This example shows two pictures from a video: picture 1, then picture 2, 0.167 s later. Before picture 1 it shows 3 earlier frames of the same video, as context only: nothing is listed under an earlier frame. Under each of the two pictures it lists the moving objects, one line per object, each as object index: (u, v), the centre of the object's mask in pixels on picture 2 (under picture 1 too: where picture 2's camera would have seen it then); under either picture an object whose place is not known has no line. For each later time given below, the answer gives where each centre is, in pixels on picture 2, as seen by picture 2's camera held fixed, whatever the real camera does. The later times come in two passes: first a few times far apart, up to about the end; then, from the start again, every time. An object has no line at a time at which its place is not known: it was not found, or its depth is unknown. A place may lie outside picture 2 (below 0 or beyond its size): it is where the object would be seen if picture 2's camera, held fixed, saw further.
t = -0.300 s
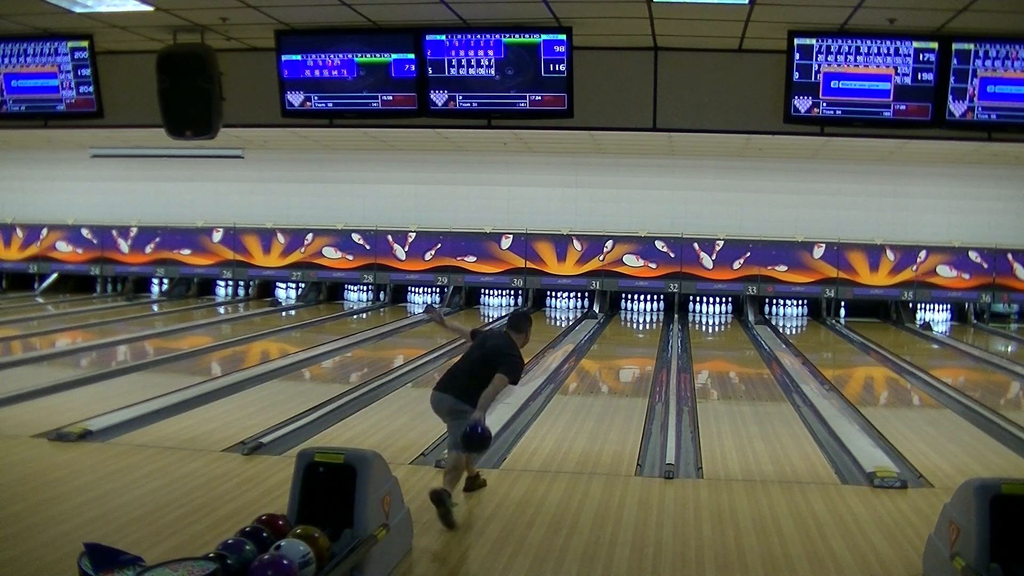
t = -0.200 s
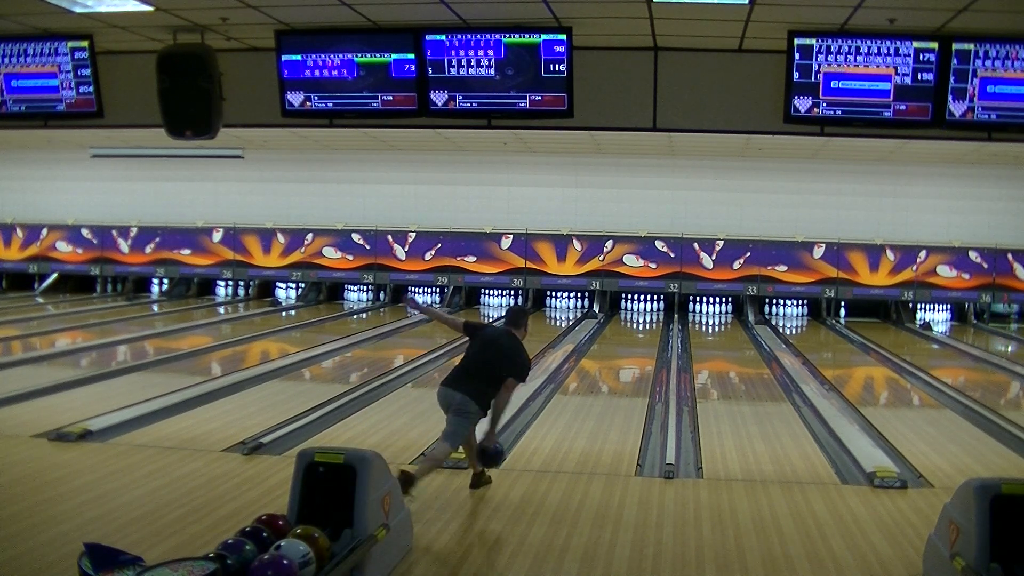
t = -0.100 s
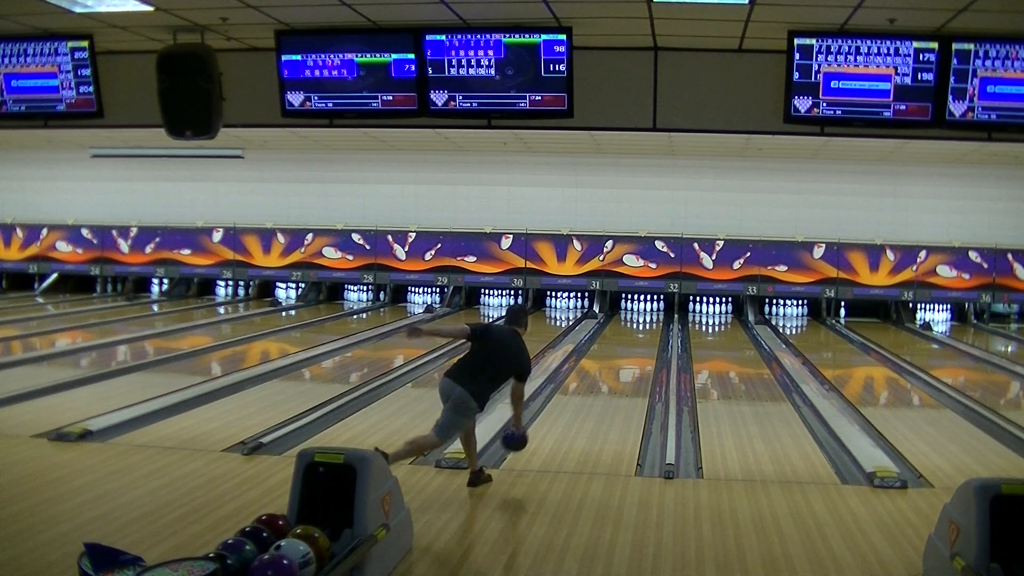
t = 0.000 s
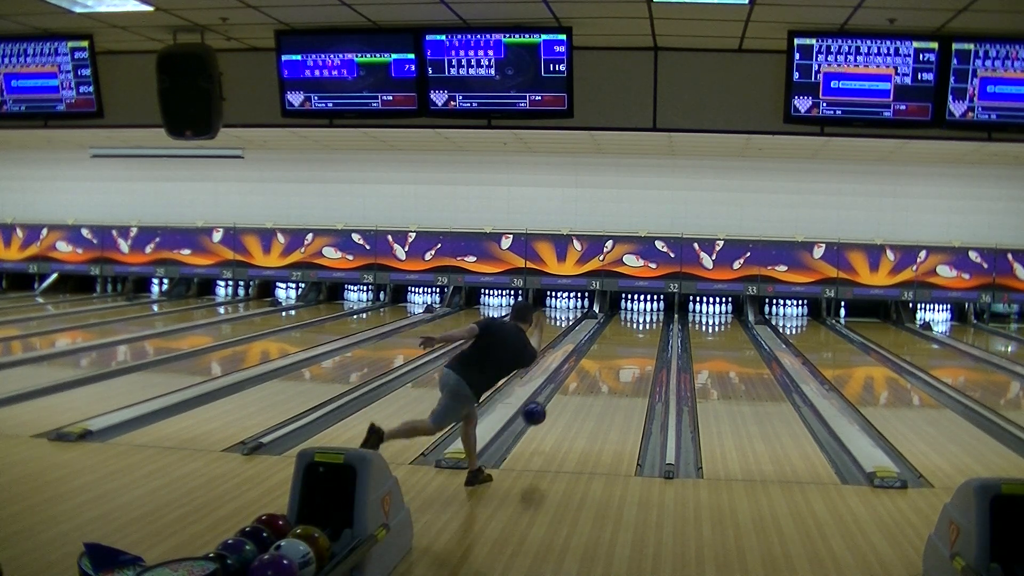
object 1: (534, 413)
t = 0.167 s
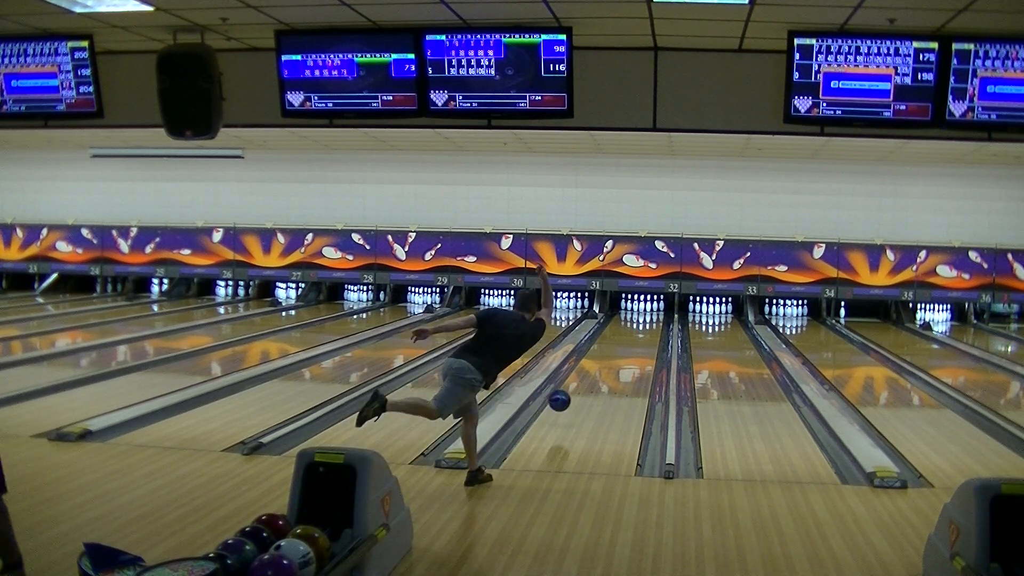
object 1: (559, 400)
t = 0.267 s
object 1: (572, 405)
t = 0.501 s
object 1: (595, 382)
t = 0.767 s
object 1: (615, 363)
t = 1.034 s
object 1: (629, 348)
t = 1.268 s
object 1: (637, 338)
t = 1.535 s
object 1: (644, 327)
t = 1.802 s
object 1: (648, 320)
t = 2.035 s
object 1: (648, 315)
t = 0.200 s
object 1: (563, 402)
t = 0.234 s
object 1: (568, 404)
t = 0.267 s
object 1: (572, 405)
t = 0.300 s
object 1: (575, 401)
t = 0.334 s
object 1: (579, 397)
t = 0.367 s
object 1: (582, 395)
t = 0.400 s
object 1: (586, 391)
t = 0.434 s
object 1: (589, 388)
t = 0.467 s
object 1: (592, 385)
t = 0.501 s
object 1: (595, 382)
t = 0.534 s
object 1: (598, 379)
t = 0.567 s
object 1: (601, 377)
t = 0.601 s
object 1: (603, 374)
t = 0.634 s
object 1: (606, 372)
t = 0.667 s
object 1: (608, 369)
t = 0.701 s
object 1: (611, 367)
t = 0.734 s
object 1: (613, 365)
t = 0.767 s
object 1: (615, 363)
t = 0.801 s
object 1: (617, 361)
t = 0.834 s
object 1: (619, 359)
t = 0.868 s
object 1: (621, 357)
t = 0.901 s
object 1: (622, 355)
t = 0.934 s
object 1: (624, 353)
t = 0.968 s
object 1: (626, 351)
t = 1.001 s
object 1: (627, 350)
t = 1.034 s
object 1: (629, 348)
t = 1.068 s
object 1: (630, 346)
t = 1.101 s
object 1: (631, 345)
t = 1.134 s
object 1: (633, 343)
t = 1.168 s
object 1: (634, 341)
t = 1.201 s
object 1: (635, 340)
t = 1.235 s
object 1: (637, 339)
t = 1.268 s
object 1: (637, 338)
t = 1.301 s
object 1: (638, 336)
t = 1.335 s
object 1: (639, 335)
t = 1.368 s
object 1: (640, 333)
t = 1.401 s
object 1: (641, 332)
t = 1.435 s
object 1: (642, 331)
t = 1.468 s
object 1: (642, 329)
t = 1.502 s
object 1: (643, 328)
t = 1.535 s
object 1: (644, 327)
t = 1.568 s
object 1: (645, 326)
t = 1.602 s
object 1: (645, 325)
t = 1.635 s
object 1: (646, 324)
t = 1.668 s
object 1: (646, 323)
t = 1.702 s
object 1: (647, 322)
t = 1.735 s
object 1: (647, 321)
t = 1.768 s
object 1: (647, 320)
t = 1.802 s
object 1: (648, 320)
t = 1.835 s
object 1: (648, 319)
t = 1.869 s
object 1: (648, 318)
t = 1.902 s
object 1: (648, 317)
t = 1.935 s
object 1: (648, 317)
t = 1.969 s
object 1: (648, 315)
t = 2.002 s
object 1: (648, 315)
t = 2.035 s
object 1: (648, 315)
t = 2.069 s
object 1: (648, 313)
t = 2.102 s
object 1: (647, 312)
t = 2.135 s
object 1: (647, 311)
